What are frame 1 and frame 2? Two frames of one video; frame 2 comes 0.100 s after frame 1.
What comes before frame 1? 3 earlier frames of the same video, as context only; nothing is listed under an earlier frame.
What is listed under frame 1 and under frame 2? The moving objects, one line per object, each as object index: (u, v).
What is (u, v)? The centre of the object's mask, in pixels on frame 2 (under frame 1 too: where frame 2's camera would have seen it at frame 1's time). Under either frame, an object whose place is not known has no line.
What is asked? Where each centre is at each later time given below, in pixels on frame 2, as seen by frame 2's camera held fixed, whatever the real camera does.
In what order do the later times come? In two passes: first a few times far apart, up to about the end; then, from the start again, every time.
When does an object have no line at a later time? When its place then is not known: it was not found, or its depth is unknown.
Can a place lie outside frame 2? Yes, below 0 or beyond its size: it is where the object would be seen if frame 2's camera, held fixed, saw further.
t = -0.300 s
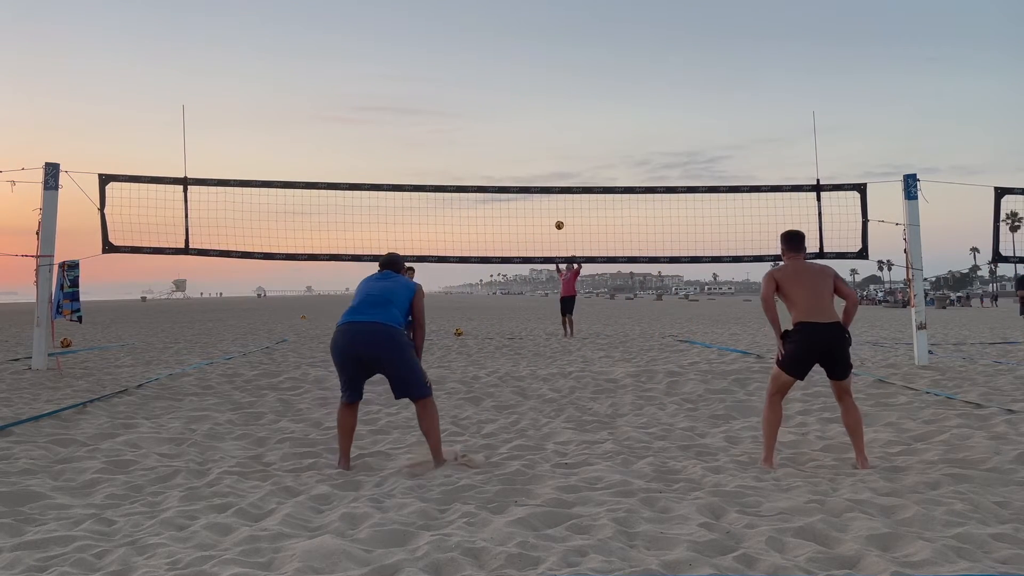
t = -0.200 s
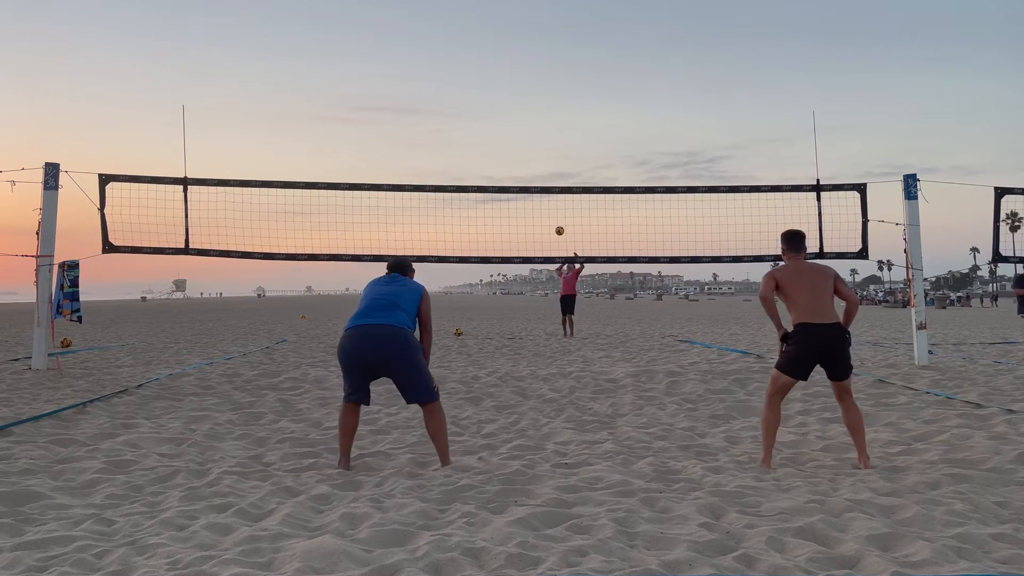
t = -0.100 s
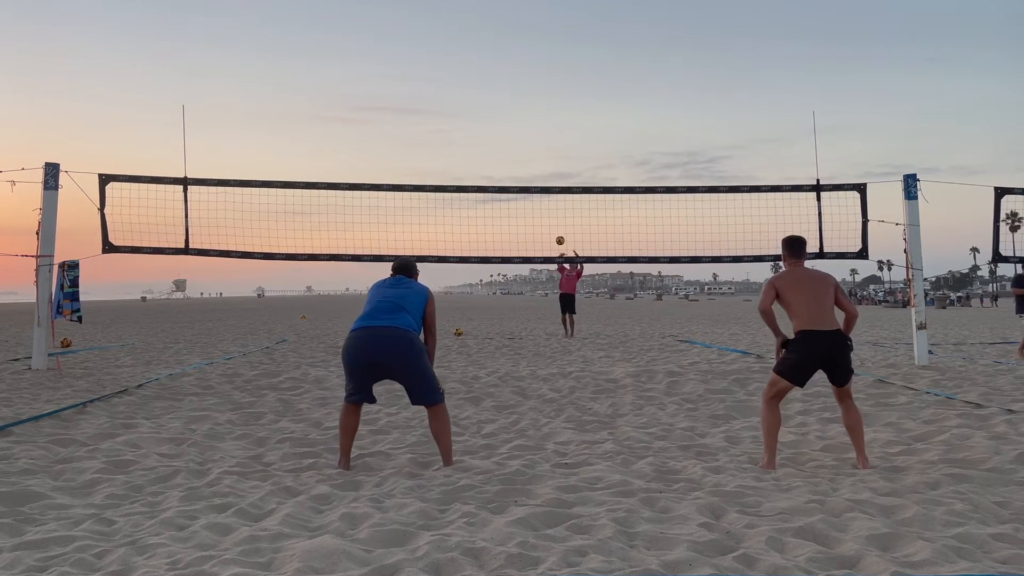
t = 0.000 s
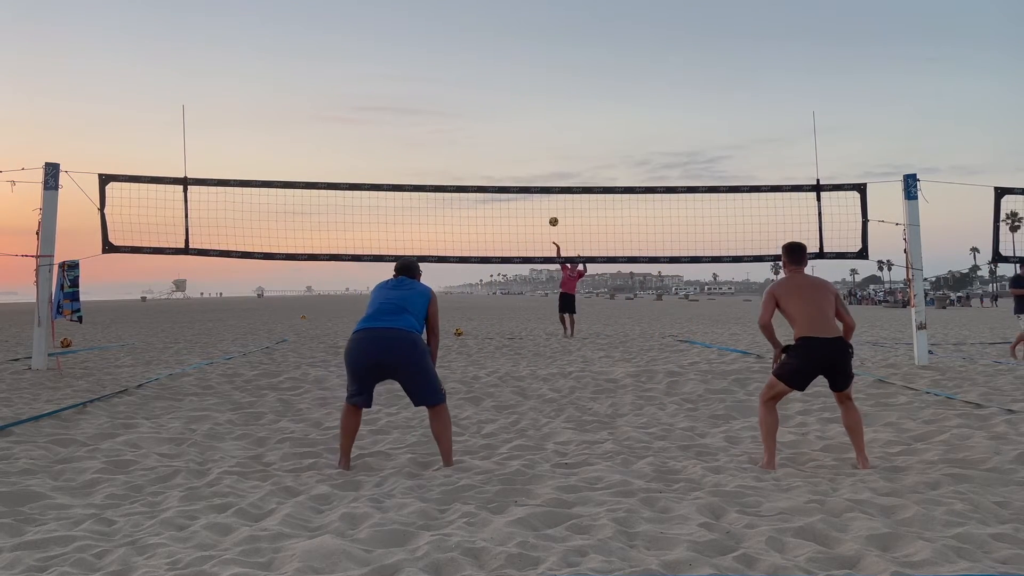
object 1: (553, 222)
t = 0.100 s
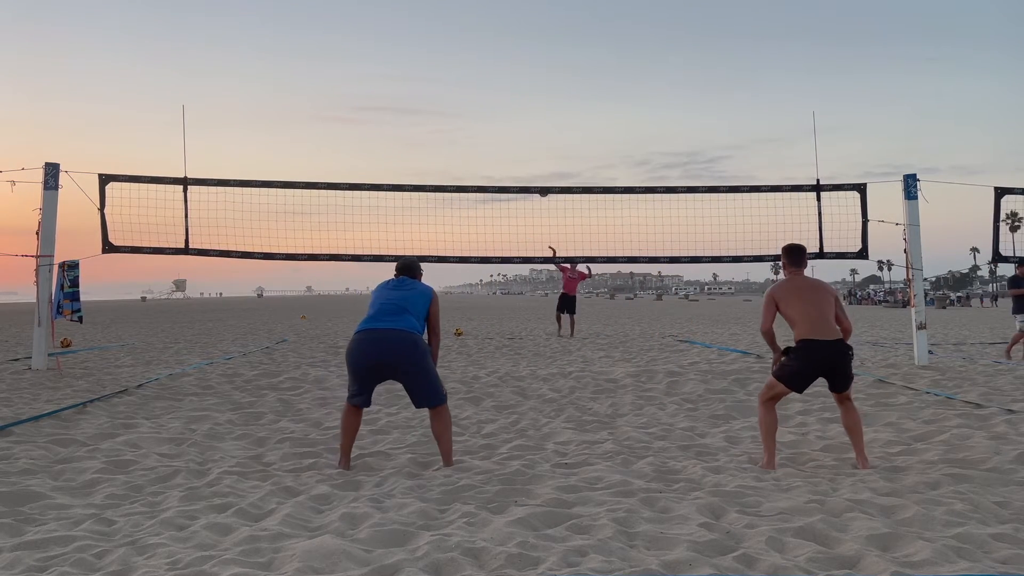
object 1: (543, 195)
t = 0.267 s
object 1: (523, 145)
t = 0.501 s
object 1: (491, 88)
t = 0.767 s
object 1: (445, 50)
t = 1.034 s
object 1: (388, 67)
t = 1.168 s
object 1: (351, 115)
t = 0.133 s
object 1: (540, 182)
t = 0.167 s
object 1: (536, 173)
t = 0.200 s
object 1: (531, 163)
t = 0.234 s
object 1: (528, 154)
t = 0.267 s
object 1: (523, 145)
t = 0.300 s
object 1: (519, 135)
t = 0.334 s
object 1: (514, 126)
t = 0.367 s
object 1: (510, 118)
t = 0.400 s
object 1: (505, 110)
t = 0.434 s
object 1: (500, 102)
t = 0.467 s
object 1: (496, 95)
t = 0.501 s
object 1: (491, 88)
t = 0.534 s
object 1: (485, 82)
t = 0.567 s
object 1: (480, 76)
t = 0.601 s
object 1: (475, 70)
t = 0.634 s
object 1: (469, 65)
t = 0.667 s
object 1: (463, 60)
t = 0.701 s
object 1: (457, 56)
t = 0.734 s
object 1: (451, 53)
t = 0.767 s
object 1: (445, 50)
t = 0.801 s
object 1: (439, 48)
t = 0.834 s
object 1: (433, 47)
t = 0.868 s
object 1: (426, 47)
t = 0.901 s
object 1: (419, 48)
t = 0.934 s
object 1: (412, 51)
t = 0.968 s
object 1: (404, 55)
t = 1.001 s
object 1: (396, 61)
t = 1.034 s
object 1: (388, 67)
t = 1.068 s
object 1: (380, 76)
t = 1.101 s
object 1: (371, 87)
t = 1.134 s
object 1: (361, 100)
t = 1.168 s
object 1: (351, 115)
